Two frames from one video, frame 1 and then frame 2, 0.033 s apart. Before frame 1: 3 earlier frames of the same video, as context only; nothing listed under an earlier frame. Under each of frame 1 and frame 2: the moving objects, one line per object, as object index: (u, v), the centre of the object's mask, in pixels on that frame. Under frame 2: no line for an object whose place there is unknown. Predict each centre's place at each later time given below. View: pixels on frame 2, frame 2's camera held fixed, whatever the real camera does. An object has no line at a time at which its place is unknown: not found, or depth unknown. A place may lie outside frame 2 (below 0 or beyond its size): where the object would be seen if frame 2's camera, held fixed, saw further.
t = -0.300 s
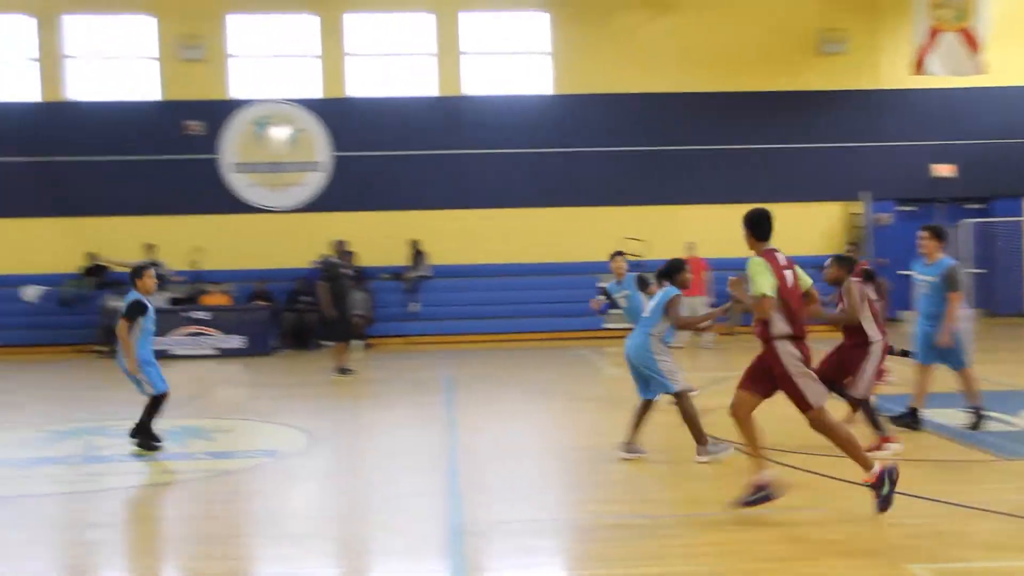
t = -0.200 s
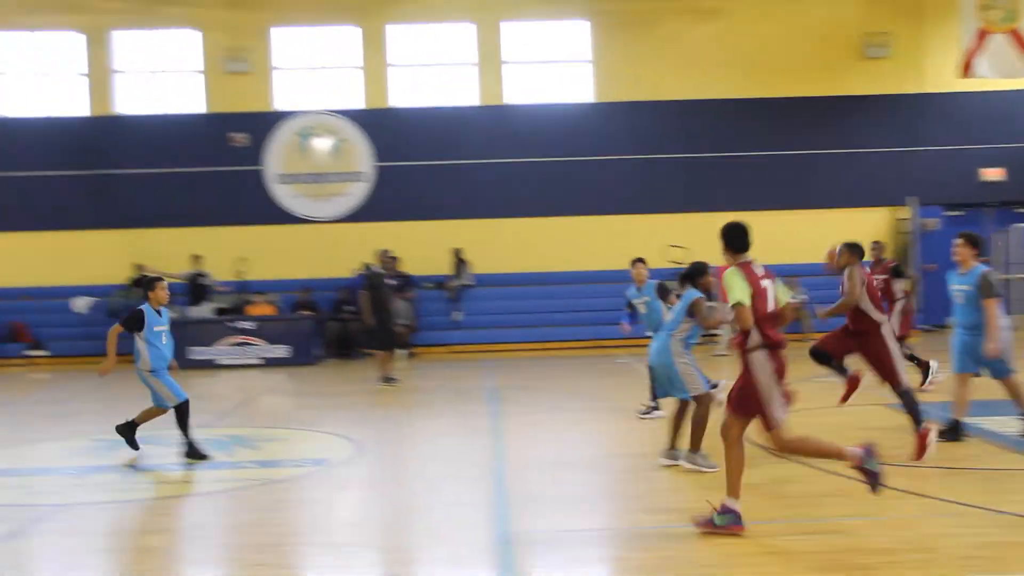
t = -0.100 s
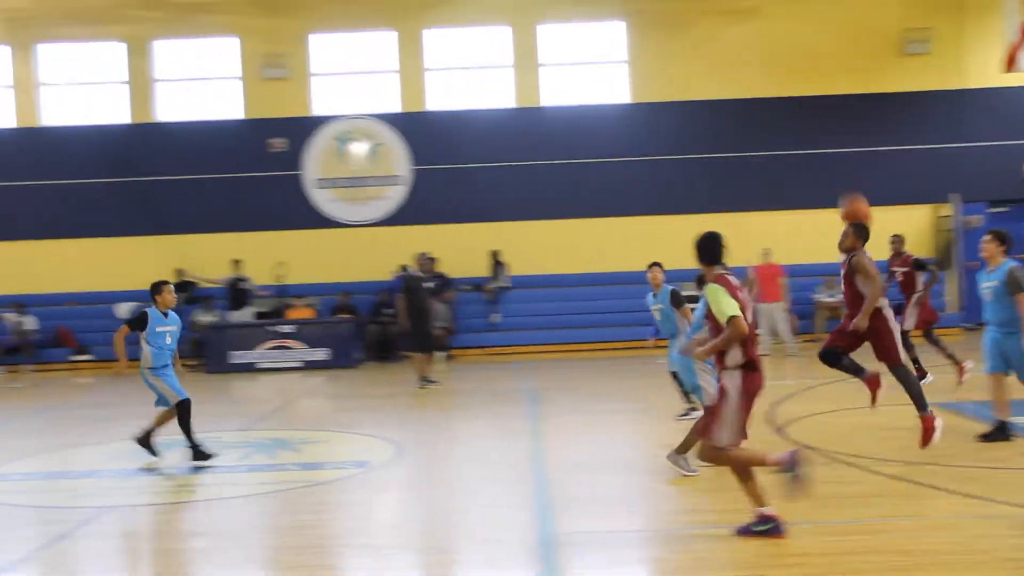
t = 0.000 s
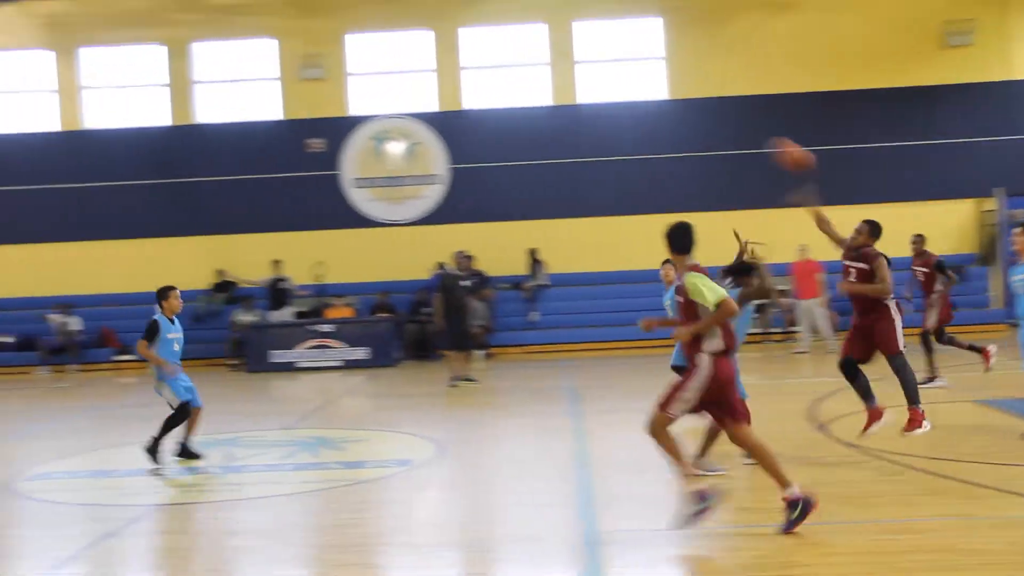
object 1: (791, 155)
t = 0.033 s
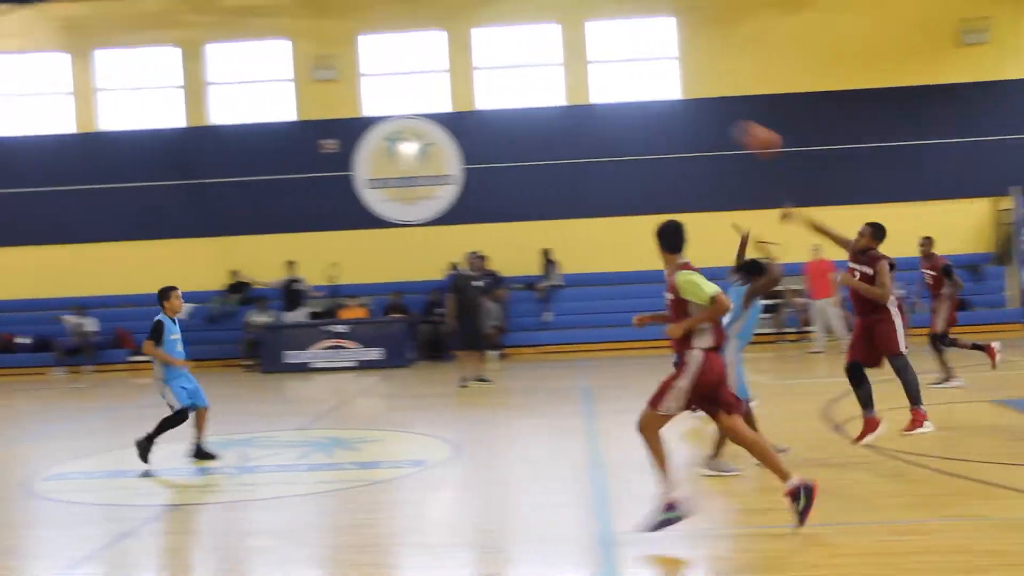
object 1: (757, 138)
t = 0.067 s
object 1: (711, 124)
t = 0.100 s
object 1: (670, 112)
